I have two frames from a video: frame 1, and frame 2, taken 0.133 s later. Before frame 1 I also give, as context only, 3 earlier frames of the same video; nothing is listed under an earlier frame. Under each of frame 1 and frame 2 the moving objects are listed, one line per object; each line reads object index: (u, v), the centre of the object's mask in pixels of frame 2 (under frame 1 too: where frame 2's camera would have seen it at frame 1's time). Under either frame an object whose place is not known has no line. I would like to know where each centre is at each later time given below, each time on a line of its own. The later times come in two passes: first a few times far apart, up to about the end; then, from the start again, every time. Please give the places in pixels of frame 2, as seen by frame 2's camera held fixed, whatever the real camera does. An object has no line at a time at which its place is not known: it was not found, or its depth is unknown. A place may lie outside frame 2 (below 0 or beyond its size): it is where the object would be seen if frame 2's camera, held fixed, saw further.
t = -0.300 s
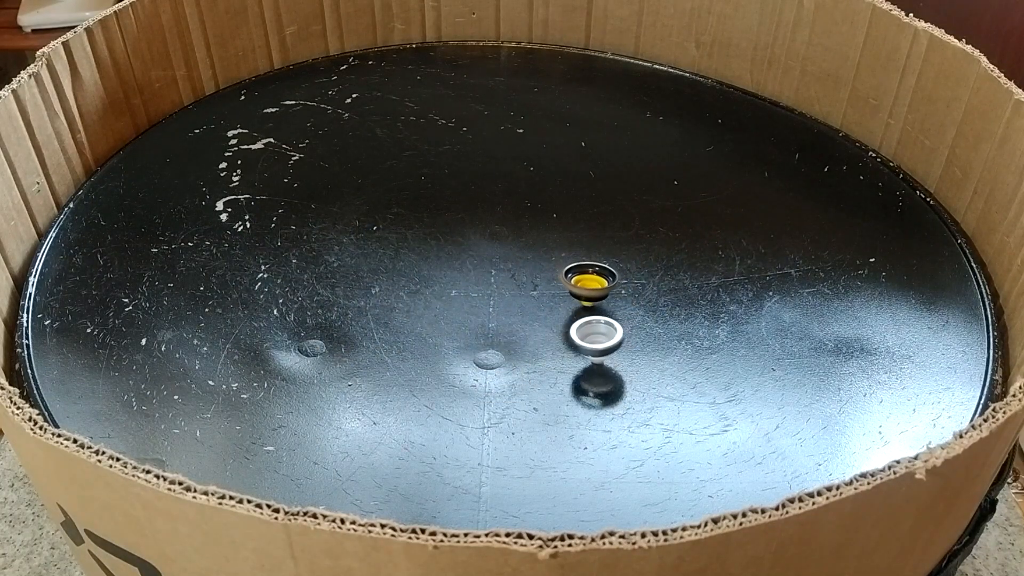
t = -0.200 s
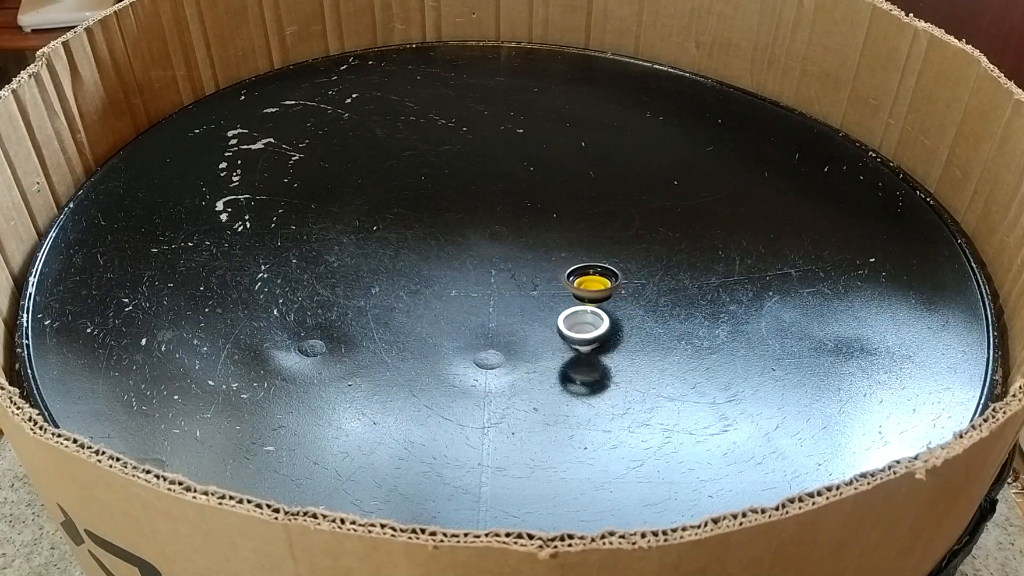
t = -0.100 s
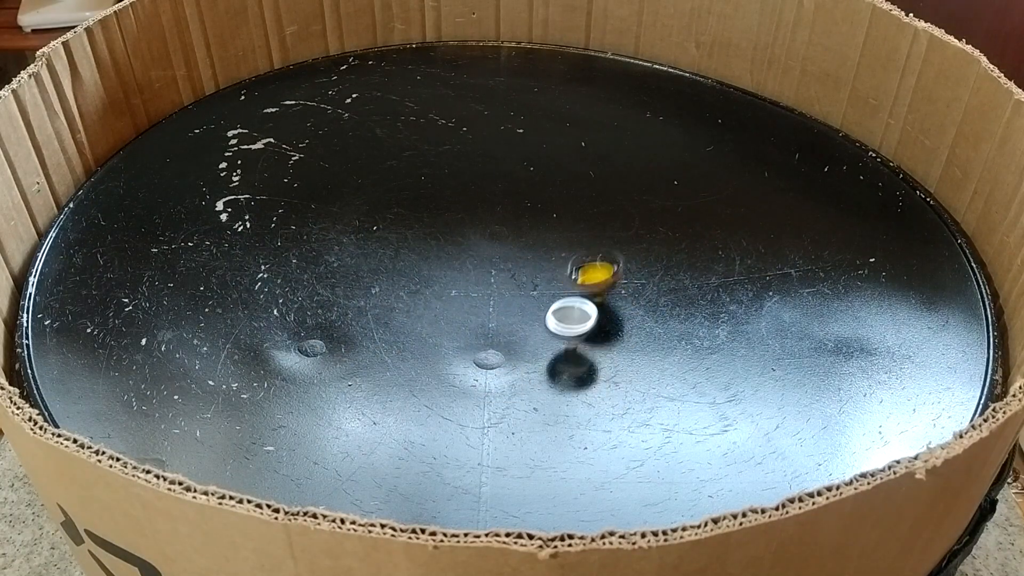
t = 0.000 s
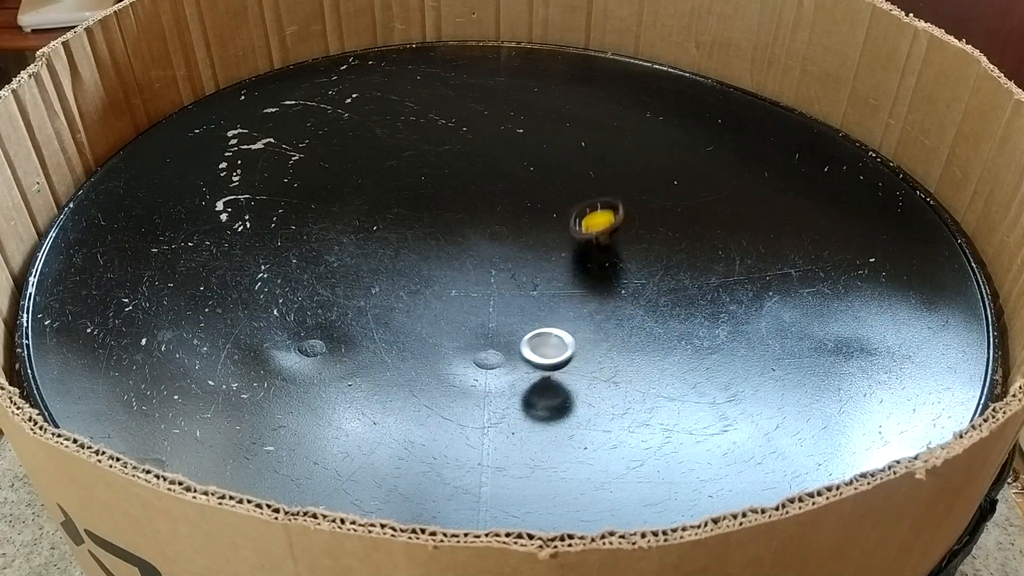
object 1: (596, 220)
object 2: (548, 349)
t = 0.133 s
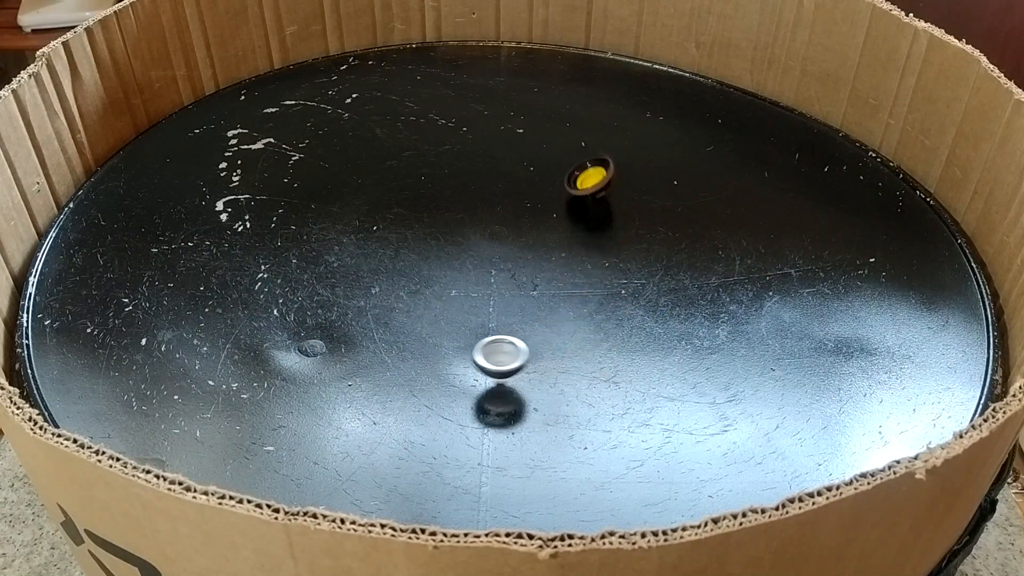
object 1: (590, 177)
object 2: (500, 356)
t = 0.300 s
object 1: (579, 159)
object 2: (448, 337)
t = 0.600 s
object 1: (551, 162)
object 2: (423, 277)
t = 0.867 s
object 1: (524, 186)
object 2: (459, 230)
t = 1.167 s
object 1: (635, 169)
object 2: (396, 246)
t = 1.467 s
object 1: (697, 175)
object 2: (370, 240)
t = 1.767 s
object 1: (675, 187)
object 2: (397, 241)
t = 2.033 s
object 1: (638, 198)
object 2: (439, 266)
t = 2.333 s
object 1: (602, 214)
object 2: (475, 297)
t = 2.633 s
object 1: (584, 245)
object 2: (504, 315)
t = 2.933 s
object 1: (595, 275)
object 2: (523, 321)
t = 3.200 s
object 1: (623, 283)
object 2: (518, 300)
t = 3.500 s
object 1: (638, 270)
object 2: (524, 260)
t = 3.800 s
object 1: (618, 256)
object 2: (542, 223)
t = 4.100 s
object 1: (578, 257)
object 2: (555, 204)
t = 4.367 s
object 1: (548, 275)
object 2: (548, 210)
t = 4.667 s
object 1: (540, 302)
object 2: (517, 234)
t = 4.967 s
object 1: (561, 315)
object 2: (465, 256)
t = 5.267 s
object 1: (577, 303)
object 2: (418, 271)
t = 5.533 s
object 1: (567, 284)
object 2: (401, 279)
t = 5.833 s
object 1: (533, 273)
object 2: (405, 281)
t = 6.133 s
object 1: (497, 283)
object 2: (445, 280)
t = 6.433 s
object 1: (519, 290)
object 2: (464, 285)
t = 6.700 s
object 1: (539, 292)
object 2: (484, 281)
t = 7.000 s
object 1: (559, 274)
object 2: (484, 276)
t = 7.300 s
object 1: (543, 258)
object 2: (483, 263)
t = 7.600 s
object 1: (602, 231)
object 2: (419, 257)
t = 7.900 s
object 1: (602, 241)
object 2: (388, 246)
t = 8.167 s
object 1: (604, 252)
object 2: (401, 243)
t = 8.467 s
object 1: (609, 256)
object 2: (444, 260)
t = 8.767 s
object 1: (604, 255)
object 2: (486, 280)
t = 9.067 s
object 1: (592, 261)
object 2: (522, 291)
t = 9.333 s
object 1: (591, 260)
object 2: (538, 293)
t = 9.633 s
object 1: (605, 231)
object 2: (498, 314)
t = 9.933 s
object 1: (597, 232)
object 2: (465, 303)
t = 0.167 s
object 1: (588, 171)
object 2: (488, 354)
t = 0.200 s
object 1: (586, 166)
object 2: (476, 352)
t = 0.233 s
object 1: (583, 163)
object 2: (464, 348)
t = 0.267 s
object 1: (581, 161)
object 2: (455, 343)
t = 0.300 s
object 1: (579, 159)
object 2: (448, 337)
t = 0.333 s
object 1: (577, 158)
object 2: (441, 331)
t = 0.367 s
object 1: (575, 158)
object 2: (435, 324)
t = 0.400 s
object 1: (572, 157)
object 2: (430, 318)
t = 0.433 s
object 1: (569, 157)
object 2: (427, 311)
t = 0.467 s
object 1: (566, 157)
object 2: (424, 304)
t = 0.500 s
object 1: (563, 158)
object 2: (422, 298)
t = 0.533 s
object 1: (559, 159)
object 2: (421, 291)
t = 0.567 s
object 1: (555, 160)
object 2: (422, 284)
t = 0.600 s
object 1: (551, 162)
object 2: (423, 277)
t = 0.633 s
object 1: (547, 164)
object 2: (425, 270)
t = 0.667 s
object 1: (544, 166)
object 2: (428, 263)
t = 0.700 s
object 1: (540, 169)
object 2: (432, 257)
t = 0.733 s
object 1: (536, 172)
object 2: (436, 251)
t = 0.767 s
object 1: (533, 175)
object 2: (441, 245)
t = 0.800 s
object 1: (529, 178)
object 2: (447, 240)
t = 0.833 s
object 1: (526, 182)
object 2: (453, 235)
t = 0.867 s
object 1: (524, 186)
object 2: (459, 230)
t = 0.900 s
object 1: (521, 189)
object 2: (465, 226)
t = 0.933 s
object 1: (519, 195)
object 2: (471, 221)
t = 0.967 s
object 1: (517, 200)
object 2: (476, 218)
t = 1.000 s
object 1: (534, 194)
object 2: (463, 218)
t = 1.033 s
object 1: (557, 185)
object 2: (446, 227)
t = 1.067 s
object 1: (575, 168)
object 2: (433, 233)
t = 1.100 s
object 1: (597, 159)
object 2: (419, 239)
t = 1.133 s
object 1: (617, 163)
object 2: (407, 244)
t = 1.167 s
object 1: (635, 169)
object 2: (396, 246)
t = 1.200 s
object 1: (648, 167)
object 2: (390, 247)
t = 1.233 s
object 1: (659, 163)
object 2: (385, 248)
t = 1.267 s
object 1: (667, 165)
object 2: (381, 248)
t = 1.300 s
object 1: (674, 167)
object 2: (378, 247)
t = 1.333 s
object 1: (682, 167)
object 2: (376, 245)
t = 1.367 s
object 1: (688, 169)
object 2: (374, 244)
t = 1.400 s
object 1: (693, 171)
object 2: (372, 243)
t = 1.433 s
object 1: (696, 173)
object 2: (371, 241)
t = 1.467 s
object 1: (697, 175)
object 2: (370, 240)
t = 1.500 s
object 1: (697, 176)
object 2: (370, 239)
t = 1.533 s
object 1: (697, 177)
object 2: (371, 239)
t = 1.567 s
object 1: (695, 179)
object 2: (372, 237)
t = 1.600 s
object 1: (693, 180)
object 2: (374, 237)
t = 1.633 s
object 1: (690, 182)
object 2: (378, 237)
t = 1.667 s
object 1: (687, 183)
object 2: (382, 237)
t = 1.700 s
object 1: (684, 184)
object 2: (387, 238)
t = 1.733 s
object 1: (680, 186)
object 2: (391, 240)
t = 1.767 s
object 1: (675, 187)
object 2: (397, 241)
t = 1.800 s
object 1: (671, 189)
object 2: (402, 243)
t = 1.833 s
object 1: (666, 191)
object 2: (408, 246)
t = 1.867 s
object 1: (661, 192)
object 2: (413, 249)
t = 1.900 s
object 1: (657, 194)
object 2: (419, 252)
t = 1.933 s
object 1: (652, 195)
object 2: (424, 255)
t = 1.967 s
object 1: (647, 196)
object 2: (429, 258)
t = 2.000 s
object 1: (642, 197)
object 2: (434, 262)
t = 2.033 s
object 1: (638, 198)
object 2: (439, 266)
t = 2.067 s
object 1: (634, 199)
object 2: (443, 269)
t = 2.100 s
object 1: (629, 201)
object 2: (448, 273)
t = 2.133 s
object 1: (625, 202)
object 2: (452, 277)
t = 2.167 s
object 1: (621, 203)
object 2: (457, 280)
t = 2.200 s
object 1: (617, 205)
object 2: (461, 284)
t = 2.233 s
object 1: (613, 207)
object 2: (465, 288)
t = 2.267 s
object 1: (609, 209)
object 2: (469, 291)
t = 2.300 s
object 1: (606, 211)
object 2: (472, 295)
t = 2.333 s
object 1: (602, 214)
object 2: (475, 297)
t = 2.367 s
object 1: (599, 217)
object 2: (478, 299)
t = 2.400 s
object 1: (597, 220)
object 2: (481, 302)
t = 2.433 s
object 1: (594, 223)
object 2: (484, 304)
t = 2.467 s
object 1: (591, 226)
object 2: (487, 306)
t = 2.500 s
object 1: (589, 230)
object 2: (490, 309)
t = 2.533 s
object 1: (587, 233)
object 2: (494, 310)
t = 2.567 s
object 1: (586, 238)
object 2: (498, 312)
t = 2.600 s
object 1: (585, 241)
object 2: (501, 314)
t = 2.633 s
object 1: (584, 245)
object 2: (504, 315)
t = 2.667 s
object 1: (584, 249)
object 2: (507, 317)
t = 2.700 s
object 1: (584, 253)
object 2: (510, 317)
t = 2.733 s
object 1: (584, 257)
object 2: (514, 319)
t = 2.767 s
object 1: (586, 261)
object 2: (517, 321)
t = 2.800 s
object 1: (586, 263)
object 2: (519, 321)
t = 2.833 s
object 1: (588, 266)
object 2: (520, 321)
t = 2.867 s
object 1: (590, 269)
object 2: (522, 321)
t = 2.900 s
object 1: (592, 273)
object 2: (523, 321)
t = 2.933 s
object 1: (595, 275)
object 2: (523, 321)
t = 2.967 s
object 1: (598, 277)
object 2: (522, 321)
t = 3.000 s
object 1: (601, 279)
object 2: (522, 319)
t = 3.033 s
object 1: (605, 281)
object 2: (521, 318)
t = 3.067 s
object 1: (609, 282)
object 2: (520, 315)
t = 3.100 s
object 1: (613, 283)
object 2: (520, 312)
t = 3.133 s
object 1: (616, 283)
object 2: (519, 309)
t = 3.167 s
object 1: (620, 283)
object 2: (518, 305)
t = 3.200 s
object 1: (623, 283)
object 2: (518, 300)
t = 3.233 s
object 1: (626, 282)
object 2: (517, 296)
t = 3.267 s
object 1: (629, 282)
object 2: (517, 291)
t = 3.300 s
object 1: (631, 281)
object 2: (517, 286)
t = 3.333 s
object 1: (634, 279)
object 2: (518, 282)
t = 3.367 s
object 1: (635, 277)
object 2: (518, 277)
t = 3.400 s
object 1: (636, 275)
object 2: (519, 273)
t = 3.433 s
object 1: (637, 274)
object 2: (521, 269)
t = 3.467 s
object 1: (637, 272)
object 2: (522, 264)
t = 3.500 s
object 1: (638, 270)
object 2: (524, 260)
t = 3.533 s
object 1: (637, 268)
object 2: (526, 254)
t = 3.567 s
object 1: (636, 266)
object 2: (528, 250)
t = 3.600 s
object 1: (634, 264)
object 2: (530, 245)
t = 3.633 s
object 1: (632, 262)
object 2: (532, 241)
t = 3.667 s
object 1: (630, 260)
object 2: (534, 237)
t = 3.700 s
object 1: (628, 259)
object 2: (537, 234)
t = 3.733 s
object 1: (625, 257)
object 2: (538, 230)
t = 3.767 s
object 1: (622, 256)
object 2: (540, 226)
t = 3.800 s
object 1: (618, 256)
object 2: (542, 223)
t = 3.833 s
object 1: (614, 255)
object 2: (544, 220)
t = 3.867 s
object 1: (610, 254)
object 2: (545, 217)
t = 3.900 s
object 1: (606, 253)
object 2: (547, 214)
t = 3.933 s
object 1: (601, 253)
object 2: (549, 211)
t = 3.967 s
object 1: (596, 253)
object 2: (550, 209)
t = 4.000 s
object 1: (591, 254)
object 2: (552, 207)
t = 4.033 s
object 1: (587, 255)
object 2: (554, 205)
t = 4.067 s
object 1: (582, 256)
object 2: (555, 205)
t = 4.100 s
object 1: (578, 257)
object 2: (555, 204)
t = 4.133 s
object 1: (573, 259)
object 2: (554, 204)
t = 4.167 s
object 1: (568, 261)
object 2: (553, 204)
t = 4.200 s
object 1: (564, 262)
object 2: (551, 204)
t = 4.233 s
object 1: (560, 264)
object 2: (551, 205)
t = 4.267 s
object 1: (556, 266)
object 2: (551, 205)
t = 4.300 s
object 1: (553, 269)
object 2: (550, 207)
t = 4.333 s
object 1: (550, 272)
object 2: (549, 208)
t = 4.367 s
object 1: (548, 275)
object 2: (548, 210)
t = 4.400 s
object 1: (545, 278)
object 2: (546, 210)
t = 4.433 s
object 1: (543, 281)
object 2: (544, 213)
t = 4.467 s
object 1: (542, 283)
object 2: (542, 215)
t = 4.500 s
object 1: (539, 287)
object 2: (539, 217)
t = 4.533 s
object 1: (539, 289)
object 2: (535, 220)
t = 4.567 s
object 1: (538, 293)
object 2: (532, 224)
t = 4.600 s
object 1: (539, 296)
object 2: (528, 227)
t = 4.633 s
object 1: (539, 299)
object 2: (523, 231)
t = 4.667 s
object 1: (540, 302)
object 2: (517, 234)
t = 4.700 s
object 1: (541, 304)
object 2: (511, 236)
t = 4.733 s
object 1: (542, 307)
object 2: (506, 239)
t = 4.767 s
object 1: (544, 309)
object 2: (499, 241)
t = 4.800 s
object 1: (547, 311)
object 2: (493, 244)
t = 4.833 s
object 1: (549, 313)
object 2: (487, 248)
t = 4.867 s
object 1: (552, 314)
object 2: (481, 249)
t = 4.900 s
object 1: (555, 314)
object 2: (475, 252)
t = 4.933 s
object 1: (558, 315)
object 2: (470, 254)
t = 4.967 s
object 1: (561, 315)
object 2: (465, 256)
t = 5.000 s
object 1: (564, 315)
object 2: (460, 258)
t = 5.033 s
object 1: (566, 314)
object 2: (455, 260)
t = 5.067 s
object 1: (569, 313)
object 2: (449, 262)
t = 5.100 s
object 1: (571, 312)
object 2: (444, 264)
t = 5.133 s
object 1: (573, 311)
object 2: (438, 266)
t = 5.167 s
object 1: (574, 309)
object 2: (433, 267)
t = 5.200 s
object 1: (576, 307)
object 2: (427, 269)
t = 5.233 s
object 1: (576, 305)
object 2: (423, 270)
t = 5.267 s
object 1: (577, 303)
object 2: (418, 271)
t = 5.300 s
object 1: (577, 300)
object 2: (417, 273)
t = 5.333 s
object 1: (577, 298)
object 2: (416, 274)
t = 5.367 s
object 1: (577, 295)
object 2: (412, 275)
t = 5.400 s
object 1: (576, 293)
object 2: (409, 276)
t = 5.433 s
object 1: (574, 290)
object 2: (406, 277)
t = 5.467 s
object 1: (572, 288)
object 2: (404, 278)
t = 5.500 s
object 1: (570, 286)
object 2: (402, 278)
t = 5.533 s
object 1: (567, 284)
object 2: (401, 279)
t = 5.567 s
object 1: (565, 282)
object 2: (399, 279)
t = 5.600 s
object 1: (561, 280)
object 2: (398, 280)
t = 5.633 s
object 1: (558, 279)
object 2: (397, 280)
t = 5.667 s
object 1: (554, 277)
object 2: (396, 281)
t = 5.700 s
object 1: (550, 276)
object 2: (397, 281)
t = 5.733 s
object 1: (545, 275)
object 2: (398, 281)
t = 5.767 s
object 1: (541, 274)
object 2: (400, 281)
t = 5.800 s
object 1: (537, 273)
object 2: (402, 281)
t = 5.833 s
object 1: (533, 273)
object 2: (405, 281)
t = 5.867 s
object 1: (528, 273)
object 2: (408, 281)
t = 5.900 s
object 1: (524, 274)
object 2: (412, 281)
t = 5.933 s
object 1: (520, 275)
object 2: (416, 280)
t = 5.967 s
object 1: (516, 275)
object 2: (421, 280)
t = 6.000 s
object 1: (511, 277)
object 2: (425, 280)
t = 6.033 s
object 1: (507, 278)
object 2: (430, 280)
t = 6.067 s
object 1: (504, 279)
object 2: (434, 280)
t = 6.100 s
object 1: (500, 282)
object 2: (440, 280)
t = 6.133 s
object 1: (497, 283)
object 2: (445, 280)
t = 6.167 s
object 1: (501, 283)
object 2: (445, 280)
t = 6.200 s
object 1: (507, 282)
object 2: (444, 282)
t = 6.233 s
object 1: (513, 285)
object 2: (446, 283)
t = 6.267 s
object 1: (516, 287)
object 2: (448, 284)
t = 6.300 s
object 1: (517, 288)
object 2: (451, 284)
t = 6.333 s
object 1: (517, 289)
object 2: (454, 285)
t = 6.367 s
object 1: (518, 289)
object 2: (457, 285)
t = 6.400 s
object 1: (518, 289)
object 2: (461, 285)
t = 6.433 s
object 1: (519, 290)
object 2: (464, 285)
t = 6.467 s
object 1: (521, 291)
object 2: (467, 285)
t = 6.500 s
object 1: (523, 292)
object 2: (469, 285)
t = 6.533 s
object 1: (525, 292)
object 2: (472, 284)
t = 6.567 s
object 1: (528, 293)
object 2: (475, 284)
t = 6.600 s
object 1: (531, 293)
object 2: (477, 283)
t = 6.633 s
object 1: (534, 293)
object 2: (479, 283)
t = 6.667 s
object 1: (536, 293)
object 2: (482, 282)
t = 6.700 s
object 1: (539, 292)
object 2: (484, 281)
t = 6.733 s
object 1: (542, 291)
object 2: (487, 281)
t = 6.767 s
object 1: (544, 289)
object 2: (490, 280)
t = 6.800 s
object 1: (548, 288)
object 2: (490, 280)
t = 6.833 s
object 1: (554, 286)
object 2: (489, 280)
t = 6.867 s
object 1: (556, 284)
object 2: (489, 280)
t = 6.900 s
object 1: (557, 282)
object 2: (488, 279)
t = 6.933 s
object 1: (558, 279)
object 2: (486, 278)
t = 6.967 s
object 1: (559, 277)
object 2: (486, 277)
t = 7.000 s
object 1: (559, 274)
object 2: (484, 276)
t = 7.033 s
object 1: (559, 272)
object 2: (484, 274)
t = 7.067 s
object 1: (558, 270)
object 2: (484, 273)
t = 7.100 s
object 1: (556, 268)
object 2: (483, 272)
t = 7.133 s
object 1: (555, 266)
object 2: (482, 270)
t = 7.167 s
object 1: (553, 265)
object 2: (482, 269)
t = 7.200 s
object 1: (551, 263)
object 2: (482, 267)
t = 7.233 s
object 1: (548, 261)
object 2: (482, 266)
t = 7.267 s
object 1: (546, 259)
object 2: (482, 265)
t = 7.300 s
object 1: (543, 258)
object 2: (483, 263)
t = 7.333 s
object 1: (539, 257)
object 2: (483, 261)
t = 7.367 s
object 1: (536, 256)
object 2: (483, 258)
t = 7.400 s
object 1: (546, 251)
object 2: (471, 258)
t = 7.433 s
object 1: (561, 245)
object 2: (456, 260)
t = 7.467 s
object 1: (572, 241)
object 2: (445, 261)
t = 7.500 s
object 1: (582, 237)
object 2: (437, 261)
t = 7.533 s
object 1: (589, 235)
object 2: (431, 259)
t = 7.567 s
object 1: (596, 233)
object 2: (425, 258)
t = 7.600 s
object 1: (602, 231)
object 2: (419, 257)
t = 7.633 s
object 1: (605, 231)
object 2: (414, 256)
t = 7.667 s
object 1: (606, 230)
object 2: (409, 255)
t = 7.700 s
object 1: (605, 231)
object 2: (405, 254)
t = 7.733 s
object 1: (604, 232)
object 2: (401, 252)
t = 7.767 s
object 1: (604, 234)
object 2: (397, 251)
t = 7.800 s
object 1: (603, 236)
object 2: (394, 250)
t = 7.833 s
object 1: (602, 238)
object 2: (391, 248)
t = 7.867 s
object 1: (602, 240)
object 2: (390, 247)
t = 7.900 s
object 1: (602, 241)
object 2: (388, 246)
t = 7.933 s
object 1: (602, 243)
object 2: (388, 245)
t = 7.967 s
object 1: (602, 244)
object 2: (388, 244)
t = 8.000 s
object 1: (602, 246)
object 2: (388, 243)
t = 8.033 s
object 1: (602, 247)
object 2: (390, 242)
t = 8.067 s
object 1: (603, 249)
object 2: (392, 242)
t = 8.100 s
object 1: (603, 250)
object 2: (394, 242)
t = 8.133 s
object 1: (604, 251)
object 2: (398, 243)
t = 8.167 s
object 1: (604, 252)
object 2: (401, 243)
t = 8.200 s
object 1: (605, 253)
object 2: (405, 244)
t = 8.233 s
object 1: (606, 254)
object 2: (410, 245)
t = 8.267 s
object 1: (607, 254)
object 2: (414, 246)
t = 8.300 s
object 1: (607, 255)
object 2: (419, 248)
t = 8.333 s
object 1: (608, 255)
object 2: (424, 250)
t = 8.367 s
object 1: (608, 256)
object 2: (429, 252)
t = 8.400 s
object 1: (608, 256)
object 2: (434, 255)
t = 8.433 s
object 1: (609, 256)
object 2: (439, 256)
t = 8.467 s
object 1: (609, 256)
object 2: (444, 260)
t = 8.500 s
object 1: (608, 256)
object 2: (449, 262)
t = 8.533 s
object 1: (608, 256)
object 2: (453, 264)
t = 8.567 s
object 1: (608, 256)
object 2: (458, 266)
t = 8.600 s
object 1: (608, 256)
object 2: (463, 269)
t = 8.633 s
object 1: (607, 255)
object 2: (468, 271)
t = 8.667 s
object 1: (607, 255)
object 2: (473, 274)
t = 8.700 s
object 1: (606, 255)
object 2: (477, 275)
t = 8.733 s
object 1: (605, 255)
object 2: (482, 278)
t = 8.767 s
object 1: (604, 255)
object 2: (486, 280)
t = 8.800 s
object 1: (603, 256)
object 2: (491, 282)
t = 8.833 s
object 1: (601, 256)
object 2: (496, 284)
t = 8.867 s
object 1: (600, 257)
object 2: (500, 285)
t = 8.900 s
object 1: (600, 257)
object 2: (504, 287)
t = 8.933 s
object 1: (598, 258)
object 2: (508, 288)
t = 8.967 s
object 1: (596, 258)
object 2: (512, 289)
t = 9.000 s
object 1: (595, 259)
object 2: (515, 290)
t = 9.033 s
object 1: (594, 260)
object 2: (519, 290)
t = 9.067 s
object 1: (592, 261)
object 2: (522, 291)
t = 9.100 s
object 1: (591, 262)
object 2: (525, 291)
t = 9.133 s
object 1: (590, 263)
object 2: (529, 292)
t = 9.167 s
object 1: (588, 264)
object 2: (532, 292)
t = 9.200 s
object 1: (587, 265)
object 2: (535, 292)
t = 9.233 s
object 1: (586, 266)
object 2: (538, 291)
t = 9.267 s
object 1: (585, 267)
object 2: (540, 291)
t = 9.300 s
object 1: (584, 268)
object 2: (542, 290)
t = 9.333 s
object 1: (591, 260)
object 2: (538, 293)
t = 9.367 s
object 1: (597, 251)
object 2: (532, 300)
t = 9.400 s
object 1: (601, 246)
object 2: (528, 304)
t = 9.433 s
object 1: (605, 242)
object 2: (523, 306)
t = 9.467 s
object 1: (606, 238)
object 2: (519, 308)
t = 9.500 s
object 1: (606, 235)
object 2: (515, 309)
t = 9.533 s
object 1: (606, 234)
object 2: (510, 311)
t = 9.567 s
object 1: (606, 233)
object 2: (506, 312)
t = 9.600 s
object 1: (605, 232)
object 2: (502, 313)
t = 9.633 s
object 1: (605, 231)
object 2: (498, 314)
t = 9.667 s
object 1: (605, 231)
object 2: (494, 314)
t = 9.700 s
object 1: (604, 231)
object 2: (491, 314)
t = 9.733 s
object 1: (604, 230)
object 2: (487, 313)
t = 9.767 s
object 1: (602, 230)
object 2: (483, 313)
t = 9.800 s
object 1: (601, 230)
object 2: (479, 311)
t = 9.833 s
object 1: (601, 230)
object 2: (475, 310)
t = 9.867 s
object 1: (599, 231)
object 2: (472, 308)
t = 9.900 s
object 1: (598, 231)
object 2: (468, 305)
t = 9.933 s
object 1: (597, 232)
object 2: (465, 303)
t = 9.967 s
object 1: (595, 233)
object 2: (461, 300)
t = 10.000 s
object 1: (594, 234)
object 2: (458, 297)
